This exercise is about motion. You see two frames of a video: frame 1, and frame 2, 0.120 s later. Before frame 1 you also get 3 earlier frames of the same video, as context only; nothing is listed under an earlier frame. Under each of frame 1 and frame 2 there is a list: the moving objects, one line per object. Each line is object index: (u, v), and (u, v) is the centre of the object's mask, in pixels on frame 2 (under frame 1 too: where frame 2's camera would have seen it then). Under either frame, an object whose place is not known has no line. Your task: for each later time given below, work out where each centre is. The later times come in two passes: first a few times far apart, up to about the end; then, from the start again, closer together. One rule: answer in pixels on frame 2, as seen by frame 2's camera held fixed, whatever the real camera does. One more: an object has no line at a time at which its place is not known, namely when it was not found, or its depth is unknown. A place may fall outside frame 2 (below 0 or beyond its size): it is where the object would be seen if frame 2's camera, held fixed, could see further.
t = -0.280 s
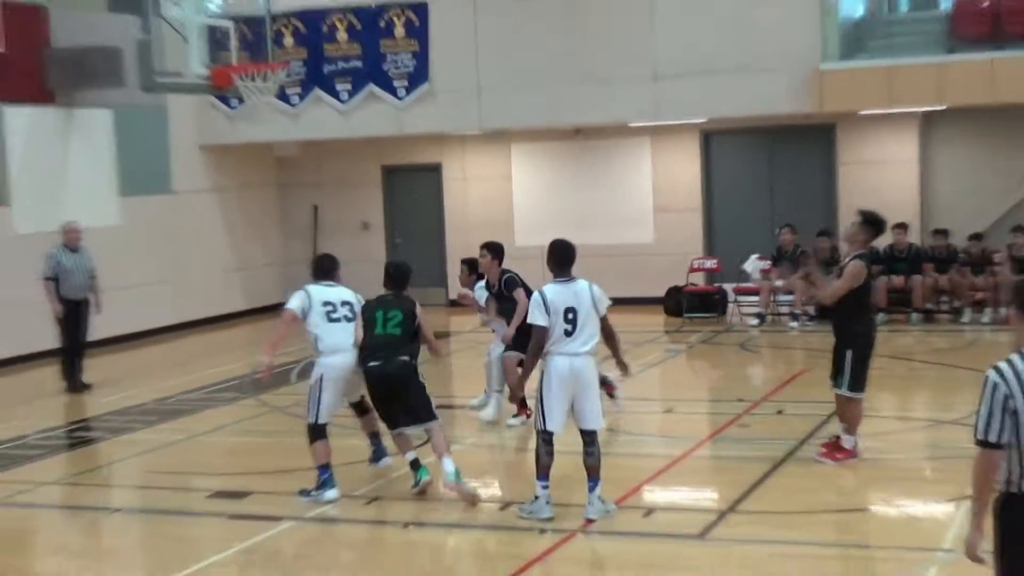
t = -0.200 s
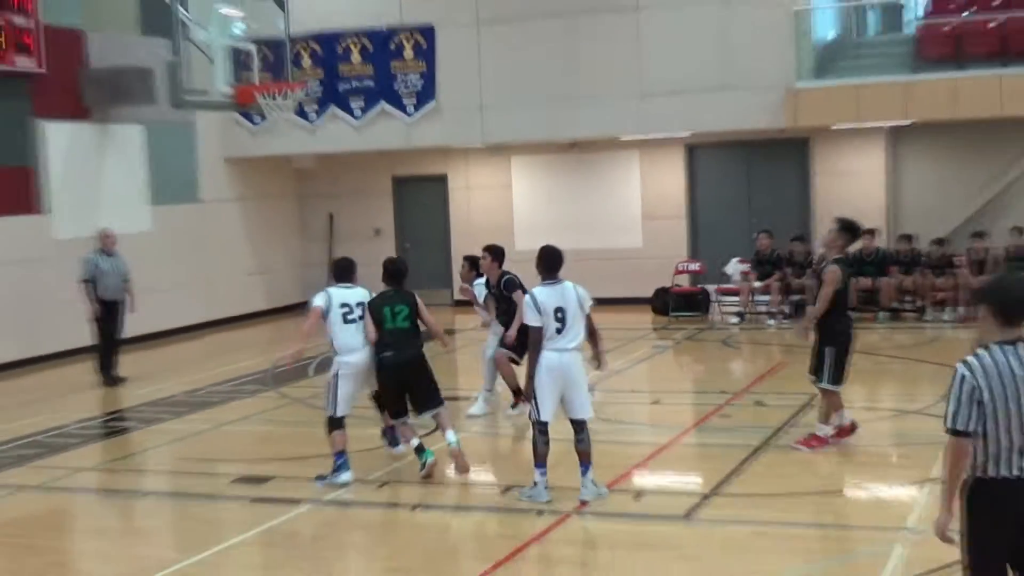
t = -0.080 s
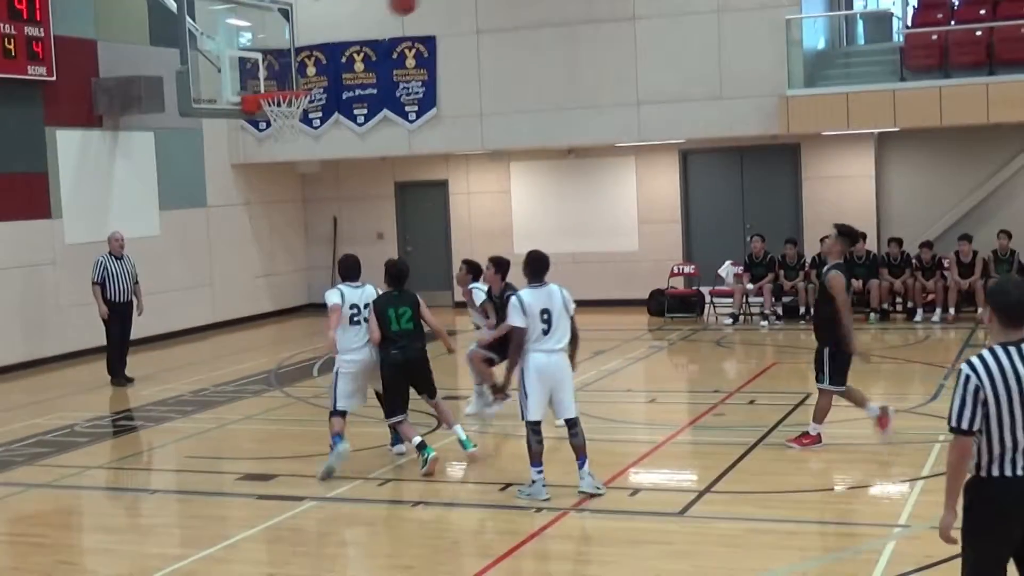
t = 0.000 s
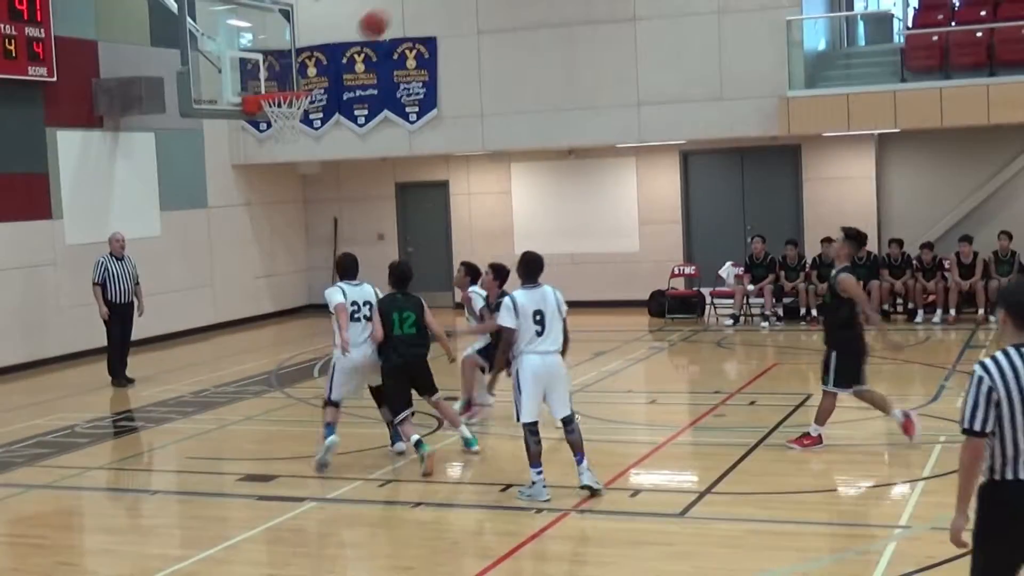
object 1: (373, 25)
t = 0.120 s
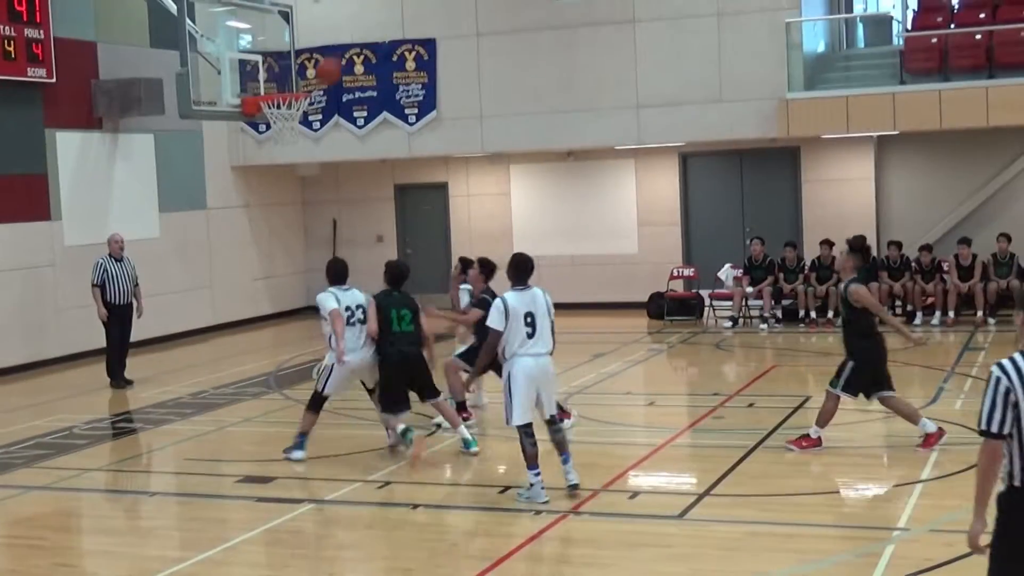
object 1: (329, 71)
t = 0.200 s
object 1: (333, 79)
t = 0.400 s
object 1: (417, 70)
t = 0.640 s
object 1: (515, 116)
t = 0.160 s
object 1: (319, 86)
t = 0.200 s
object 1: (333, 79)
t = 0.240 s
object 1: (349, 75)
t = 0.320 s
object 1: (383, 69)
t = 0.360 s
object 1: (397, 69)
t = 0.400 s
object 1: (417, 70)
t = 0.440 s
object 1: (432, 72)
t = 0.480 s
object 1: (449, 78)
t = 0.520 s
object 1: (466, 85)
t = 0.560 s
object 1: (481, 93)
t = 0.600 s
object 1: (499, 104)
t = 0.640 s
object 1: (515, 116)
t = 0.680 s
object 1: (531, 130)
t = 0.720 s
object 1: (550, 145)
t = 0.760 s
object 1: (565, 163)
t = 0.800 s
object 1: (581, 181)
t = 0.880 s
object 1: (612, 220)
